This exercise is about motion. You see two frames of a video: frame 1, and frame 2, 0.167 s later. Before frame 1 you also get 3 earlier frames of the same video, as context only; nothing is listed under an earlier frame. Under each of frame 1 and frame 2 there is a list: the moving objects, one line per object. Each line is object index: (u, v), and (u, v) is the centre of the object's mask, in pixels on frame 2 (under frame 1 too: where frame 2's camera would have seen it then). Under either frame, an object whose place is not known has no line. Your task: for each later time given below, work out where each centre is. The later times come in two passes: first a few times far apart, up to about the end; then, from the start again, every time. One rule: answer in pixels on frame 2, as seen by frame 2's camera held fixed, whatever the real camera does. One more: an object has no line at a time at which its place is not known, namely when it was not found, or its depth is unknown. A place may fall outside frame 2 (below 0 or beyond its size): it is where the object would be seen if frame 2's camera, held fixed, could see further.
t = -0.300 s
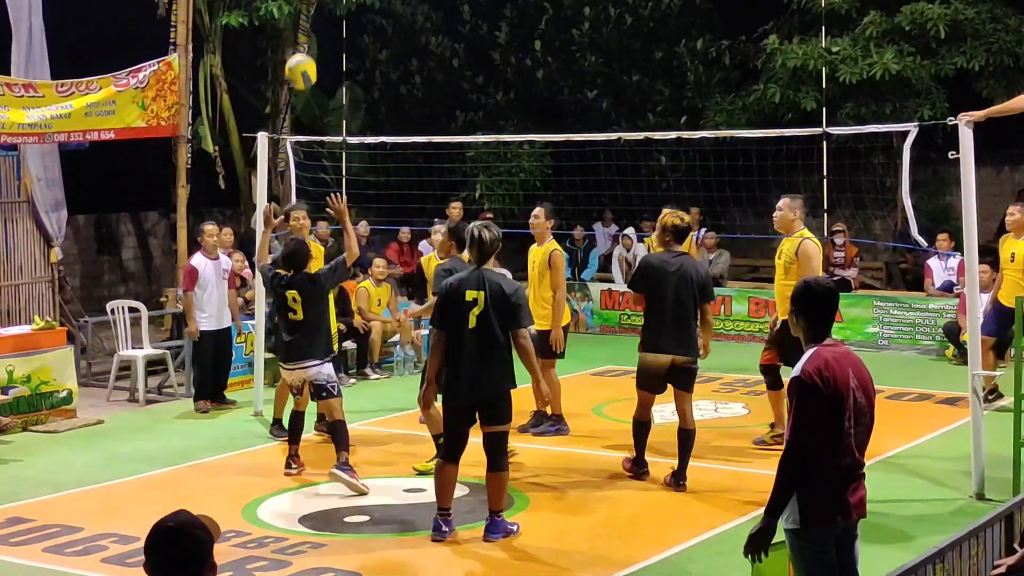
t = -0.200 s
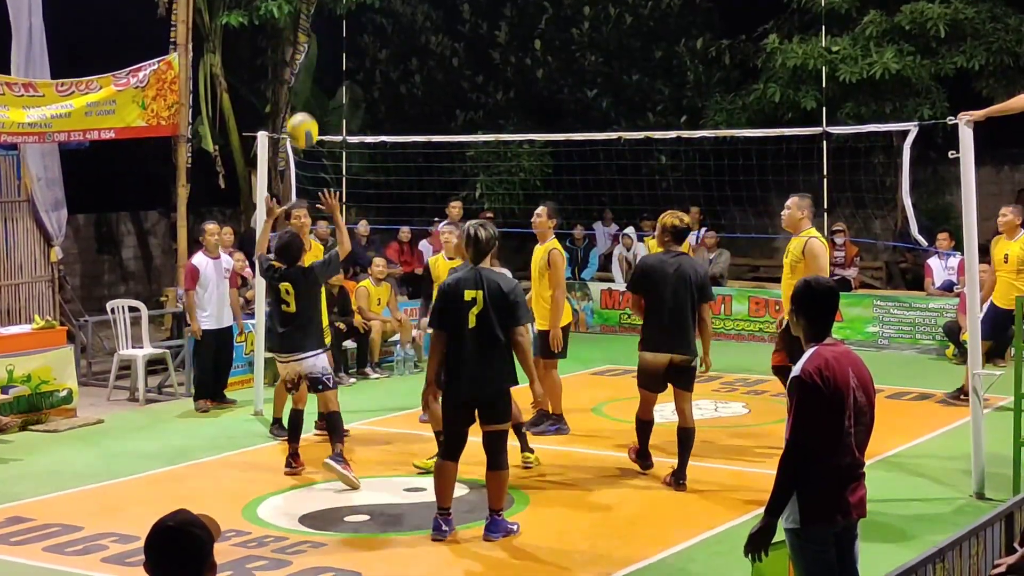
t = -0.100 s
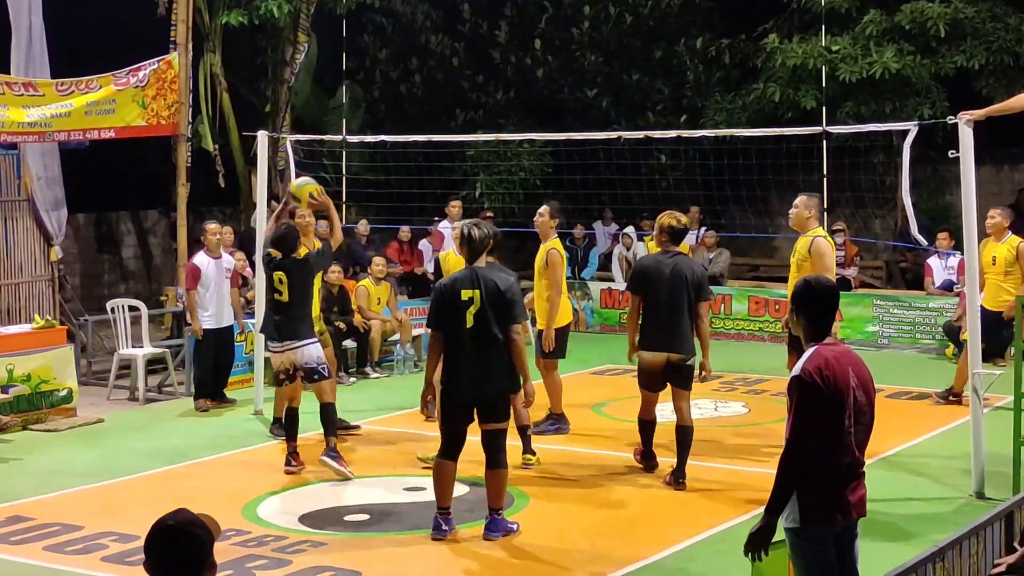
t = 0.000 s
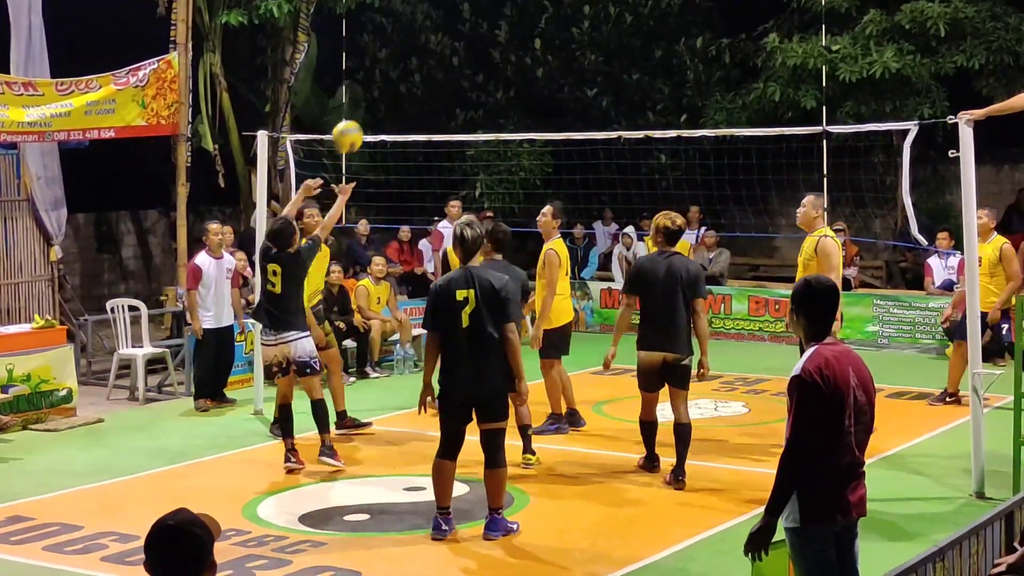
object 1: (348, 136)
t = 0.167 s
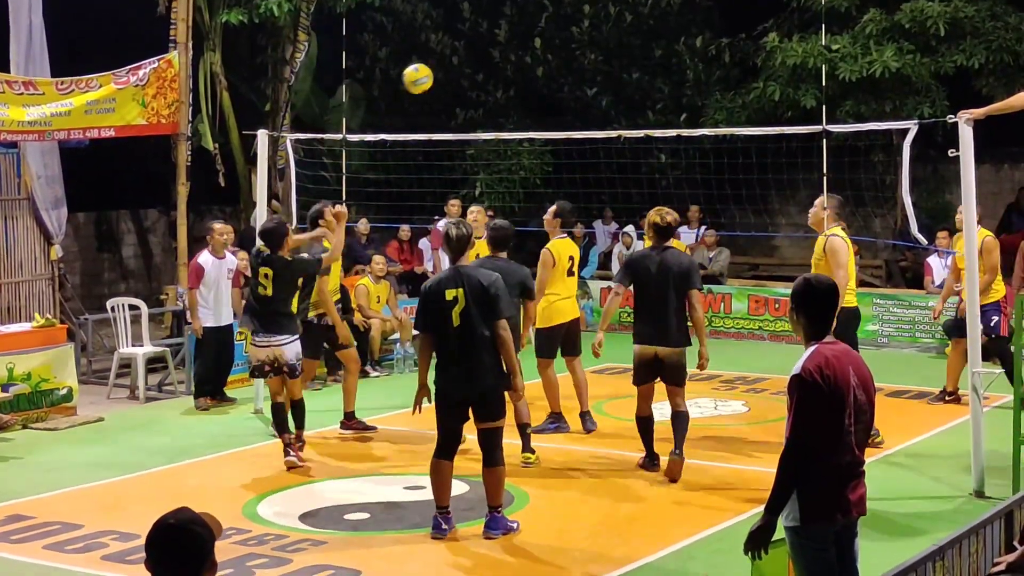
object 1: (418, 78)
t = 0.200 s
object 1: (430, 73)
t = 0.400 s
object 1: (498, 71)
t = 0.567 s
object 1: (544, 104)
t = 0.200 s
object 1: (430, 73)
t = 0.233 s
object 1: (442, 69)
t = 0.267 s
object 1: (455, 67)
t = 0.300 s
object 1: (466, 66)
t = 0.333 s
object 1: (477, 66)
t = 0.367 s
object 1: (488, 68)
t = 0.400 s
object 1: (498, 71)
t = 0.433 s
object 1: (508, 75)
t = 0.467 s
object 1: (518, 80)
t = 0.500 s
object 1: (527, 87)
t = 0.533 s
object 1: (536, 95)
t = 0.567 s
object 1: (544, 104)
